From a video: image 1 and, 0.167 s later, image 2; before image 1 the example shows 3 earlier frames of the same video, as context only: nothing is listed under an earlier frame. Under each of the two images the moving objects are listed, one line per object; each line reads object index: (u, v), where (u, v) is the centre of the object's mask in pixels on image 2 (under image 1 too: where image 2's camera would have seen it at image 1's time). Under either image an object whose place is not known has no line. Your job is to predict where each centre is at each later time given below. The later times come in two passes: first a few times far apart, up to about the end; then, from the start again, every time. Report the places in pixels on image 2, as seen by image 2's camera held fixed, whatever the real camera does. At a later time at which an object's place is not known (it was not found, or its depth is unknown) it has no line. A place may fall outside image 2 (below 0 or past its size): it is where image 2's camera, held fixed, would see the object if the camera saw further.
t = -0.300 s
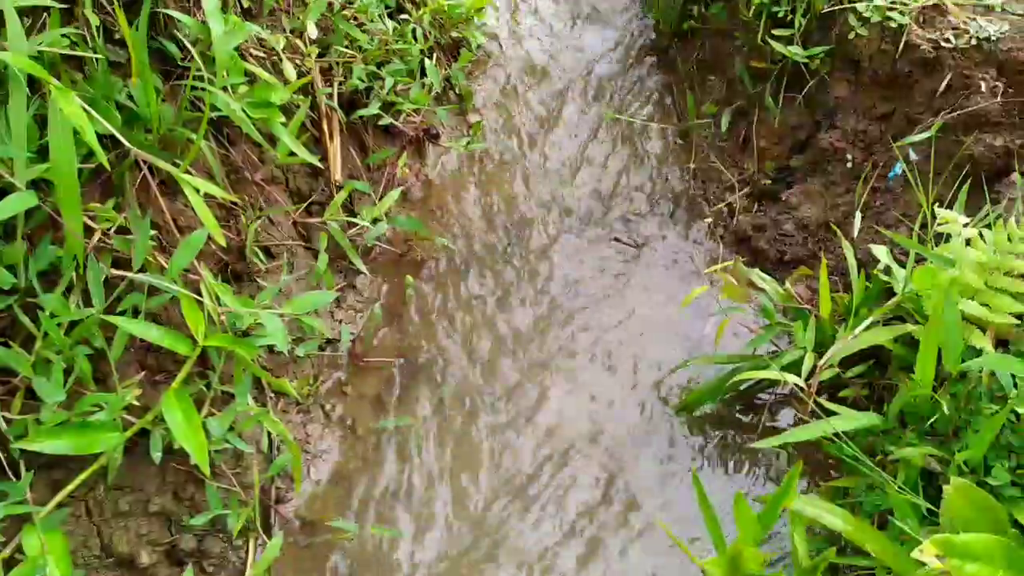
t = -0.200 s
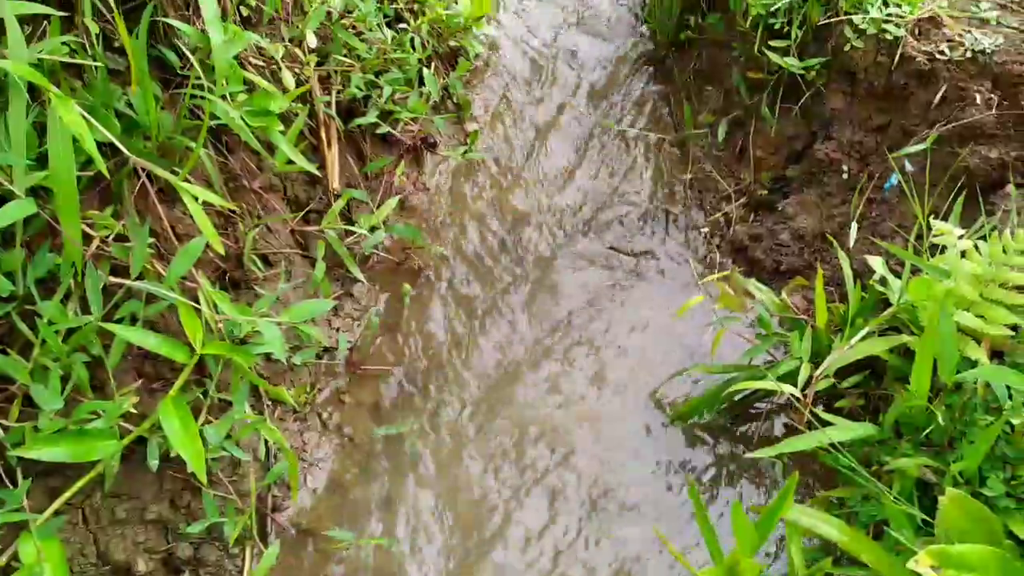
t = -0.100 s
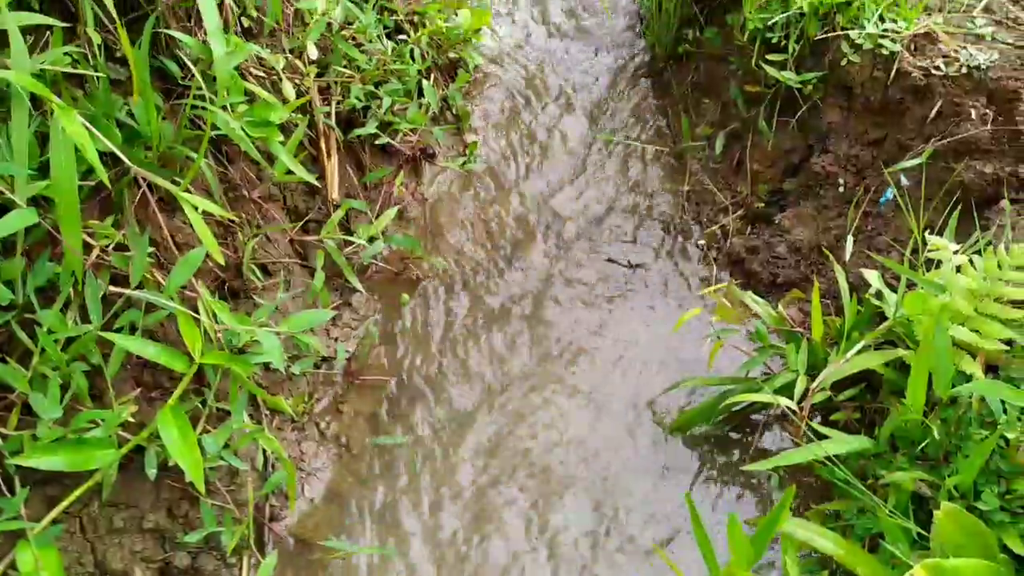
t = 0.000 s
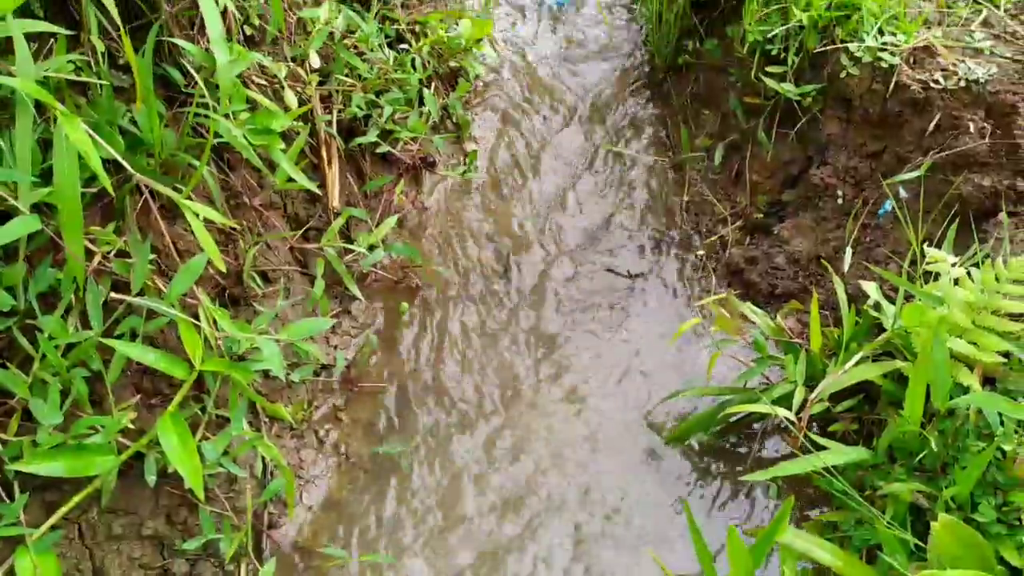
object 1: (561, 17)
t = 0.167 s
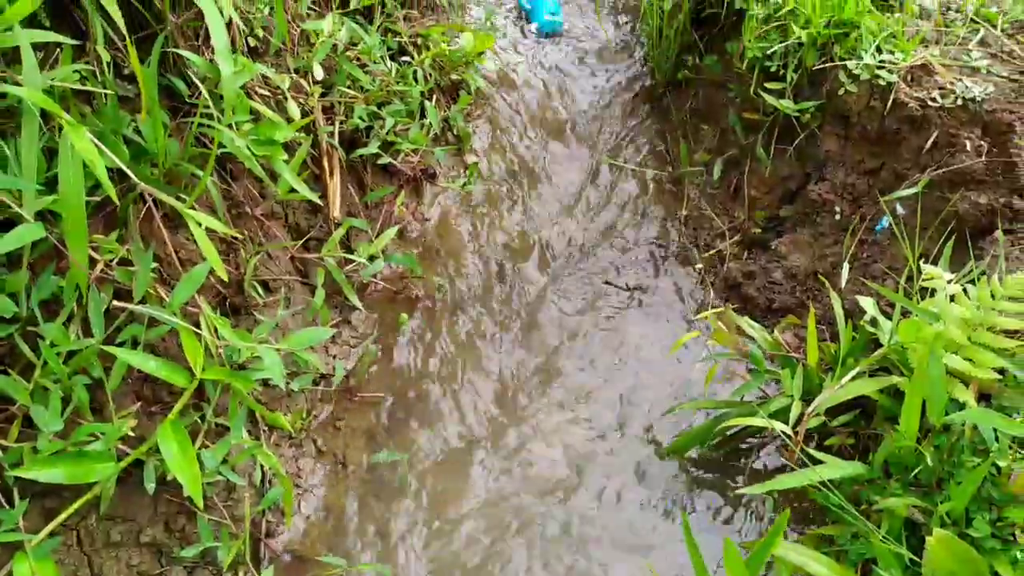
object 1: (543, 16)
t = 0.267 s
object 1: (536, 17)
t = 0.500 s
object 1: (523, 20)
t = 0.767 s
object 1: (521, 21)
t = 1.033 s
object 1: (520, 19)
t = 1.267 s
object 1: (519, 19)
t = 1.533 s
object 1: (520, 17)
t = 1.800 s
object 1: (520, 16)
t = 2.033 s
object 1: (521, 16)
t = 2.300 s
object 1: (520, 17)
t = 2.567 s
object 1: (520, 16)
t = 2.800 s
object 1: (520, 16)
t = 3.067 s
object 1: (520, 17)
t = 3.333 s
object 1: (520, 17)
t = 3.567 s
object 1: (520, 16)
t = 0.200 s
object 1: (541, 15)
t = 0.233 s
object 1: (538, 17)
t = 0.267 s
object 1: (536, 17)
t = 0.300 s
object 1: (533, 17)
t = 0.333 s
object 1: (531, 17)
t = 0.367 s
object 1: (531, 19)
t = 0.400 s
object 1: (527, 20)
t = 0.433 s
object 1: (525, 21)
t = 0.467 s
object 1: (523, 21)
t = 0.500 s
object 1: (523, 20)
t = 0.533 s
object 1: (523, 20)
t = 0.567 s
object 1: (523, 20)
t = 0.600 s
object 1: (524, 21)
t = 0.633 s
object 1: (523, 20)
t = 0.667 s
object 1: (522, 21)
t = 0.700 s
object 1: (522, 21)
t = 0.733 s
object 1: (521, 21)
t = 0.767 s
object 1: (521, 21)
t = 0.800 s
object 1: (521, 21)
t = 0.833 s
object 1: (520, 21)
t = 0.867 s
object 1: (520, 21)
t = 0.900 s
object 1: (519, 20)
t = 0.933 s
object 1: (519, 21)
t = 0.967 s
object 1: (519, 21)
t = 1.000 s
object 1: (519, 20)
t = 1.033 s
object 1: (520, 19)
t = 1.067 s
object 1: (519, 20)
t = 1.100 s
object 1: (519, 20)
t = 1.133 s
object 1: (519, 21)
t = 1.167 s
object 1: (519, 20)
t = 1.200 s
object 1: (519, 20)
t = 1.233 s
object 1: (520, 19)
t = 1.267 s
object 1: (519, 19)
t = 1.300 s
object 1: (520, 19)
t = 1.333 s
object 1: (520, 19)
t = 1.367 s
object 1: (520, 19)
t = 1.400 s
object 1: (520, 19)
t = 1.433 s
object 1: (520, 18)
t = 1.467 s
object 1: (520, 18)
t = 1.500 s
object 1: (520, 17)
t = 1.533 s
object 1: (520, 17)
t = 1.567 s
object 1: (521, 18)
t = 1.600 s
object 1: (520, 17)
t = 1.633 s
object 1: (520, 17)
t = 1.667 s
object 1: (520, 16)
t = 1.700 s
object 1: (520, 16)
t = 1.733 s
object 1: (520, 17)
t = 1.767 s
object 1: (520, 16)
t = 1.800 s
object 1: (520, 16)
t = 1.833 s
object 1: (520, 16)
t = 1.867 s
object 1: (520, 16)
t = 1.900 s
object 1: (520, 16)
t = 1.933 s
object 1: (521, 16)
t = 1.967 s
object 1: (520, 17)
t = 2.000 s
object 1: (521, 16)
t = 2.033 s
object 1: (521, 16)
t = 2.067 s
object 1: (521, 16)
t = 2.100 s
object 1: (521, 16)
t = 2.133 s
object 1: (521, 16)
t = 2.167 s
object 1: (521, 16)
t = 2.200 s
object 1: (521, 17)
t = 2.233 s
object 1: (521, 17)
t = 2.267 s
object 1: (520, 17)
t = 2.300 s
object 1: (520, 17)
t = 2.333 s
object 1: (520, 17)
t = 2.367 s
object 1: (520, 17)
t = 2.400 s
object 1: (520, 16)
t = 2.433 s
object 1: (520, 17)
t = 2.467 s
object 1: (520, 17)
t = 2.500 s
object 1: (520, 17)
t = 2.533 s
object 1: (520, 16)
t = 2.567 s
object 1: (520, 16)
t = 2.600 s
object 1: (520, 16)
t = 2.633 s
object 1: (521, 16)
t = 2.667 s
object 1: (521, 16)
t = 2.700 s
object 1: (521, 17)
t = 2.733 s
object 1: (521, 16)
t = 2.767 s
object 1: (520, 17)
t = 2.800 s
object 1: (520, 16)
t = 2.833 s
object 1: (520, 17)
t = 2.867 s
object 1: (520, 17)
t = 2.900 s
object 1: (520, 17)
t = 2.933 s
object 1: (520, 16)
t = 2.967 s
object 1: (520, 17)
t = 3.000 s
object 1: (520, 17)
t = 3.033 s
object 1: (520, 17)
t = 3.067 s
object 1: (520, 17)
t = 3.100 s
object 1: (520, 17)
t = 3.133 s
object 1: (520, 17)
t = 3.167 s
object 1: (520, 17)
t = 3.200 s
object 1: (520, 18)
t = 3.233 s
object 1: (519, 18)
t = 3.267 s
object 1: (519, 18)
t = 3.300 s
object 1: (519, 17)
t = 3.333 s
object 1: (520, 17)
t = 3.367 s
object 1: (519, 17)
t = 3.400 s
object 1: (519, 17)
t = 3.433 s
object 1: (520, 17)
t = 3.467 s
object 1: (520, 16)
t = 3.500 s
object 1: (520, 16)
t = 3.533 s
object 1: (520, 16)
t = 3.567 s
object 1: (520, 16)
